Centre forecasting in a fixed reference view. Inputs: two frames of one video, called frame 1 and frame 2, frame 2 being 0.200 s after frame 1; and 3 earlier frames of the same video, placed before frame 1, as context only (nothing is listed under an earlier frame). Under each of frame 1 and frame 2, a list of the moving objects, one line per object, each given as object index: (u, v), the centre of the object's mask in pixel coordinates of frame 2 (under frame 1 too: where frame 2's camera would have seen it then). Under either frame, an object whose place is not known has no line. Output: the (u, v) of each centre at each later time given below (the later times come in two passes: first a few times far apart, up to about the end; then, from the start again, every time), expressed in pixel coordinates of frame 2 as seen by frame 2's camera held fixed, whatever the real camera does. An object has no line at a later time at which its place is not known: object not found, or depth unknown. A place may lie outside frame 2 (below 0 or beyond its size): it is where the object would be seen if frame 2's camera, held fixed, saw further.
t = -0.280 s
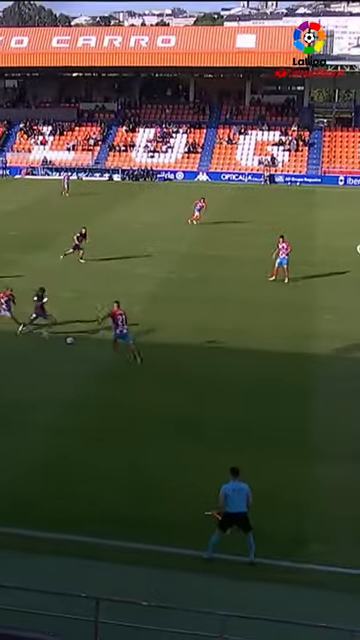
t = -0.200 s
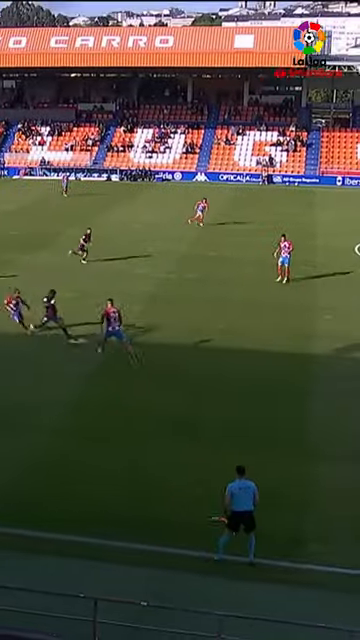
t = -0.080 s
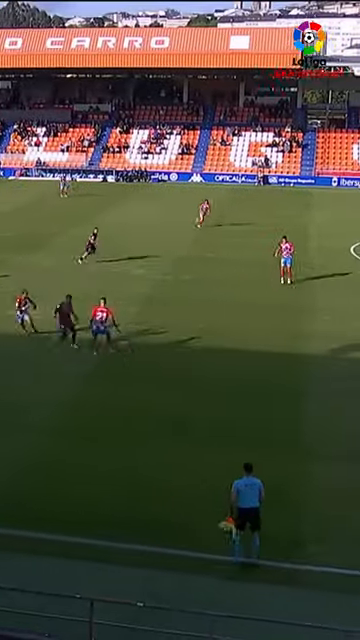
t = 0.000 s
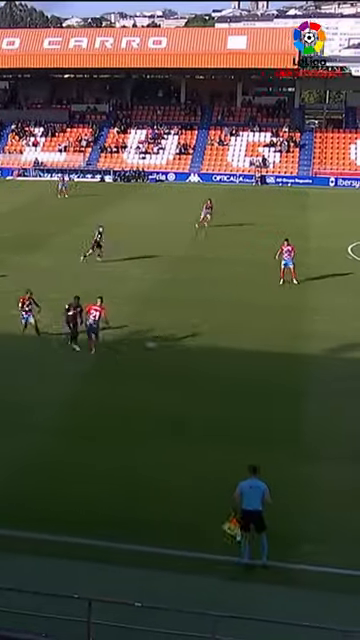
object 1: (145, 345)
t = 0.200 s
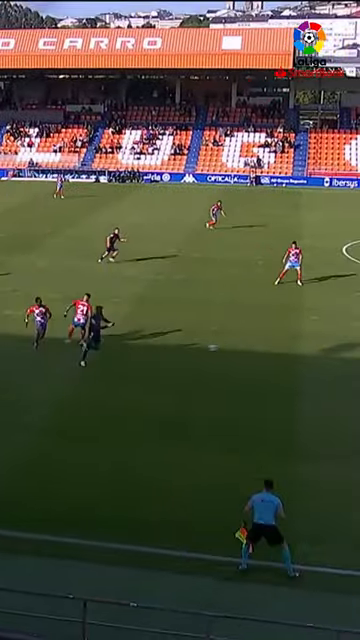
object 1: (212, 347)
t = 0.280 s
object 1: (234, 347)
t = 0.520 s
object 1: (298, 351)
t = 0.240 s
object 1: (224, 347)
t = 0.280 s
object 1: (234, 347)
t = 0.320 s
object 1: (248, 348)
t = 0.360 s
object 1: (258, 348)
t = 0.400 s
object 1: (269, 349)
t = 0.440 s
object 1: (279, 349)
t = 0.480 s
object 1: (289, 350)
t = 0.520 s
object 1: (298, 351)
